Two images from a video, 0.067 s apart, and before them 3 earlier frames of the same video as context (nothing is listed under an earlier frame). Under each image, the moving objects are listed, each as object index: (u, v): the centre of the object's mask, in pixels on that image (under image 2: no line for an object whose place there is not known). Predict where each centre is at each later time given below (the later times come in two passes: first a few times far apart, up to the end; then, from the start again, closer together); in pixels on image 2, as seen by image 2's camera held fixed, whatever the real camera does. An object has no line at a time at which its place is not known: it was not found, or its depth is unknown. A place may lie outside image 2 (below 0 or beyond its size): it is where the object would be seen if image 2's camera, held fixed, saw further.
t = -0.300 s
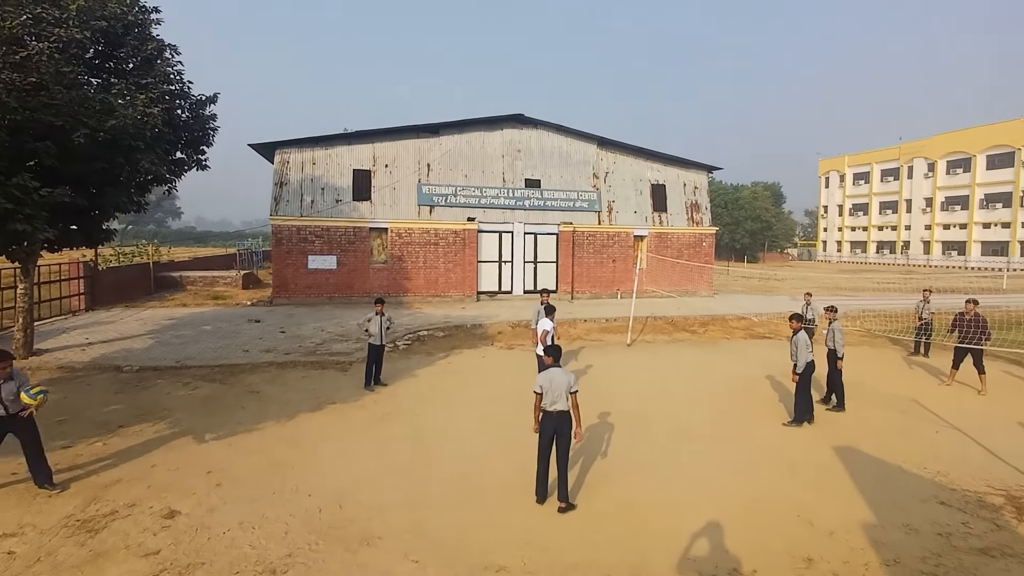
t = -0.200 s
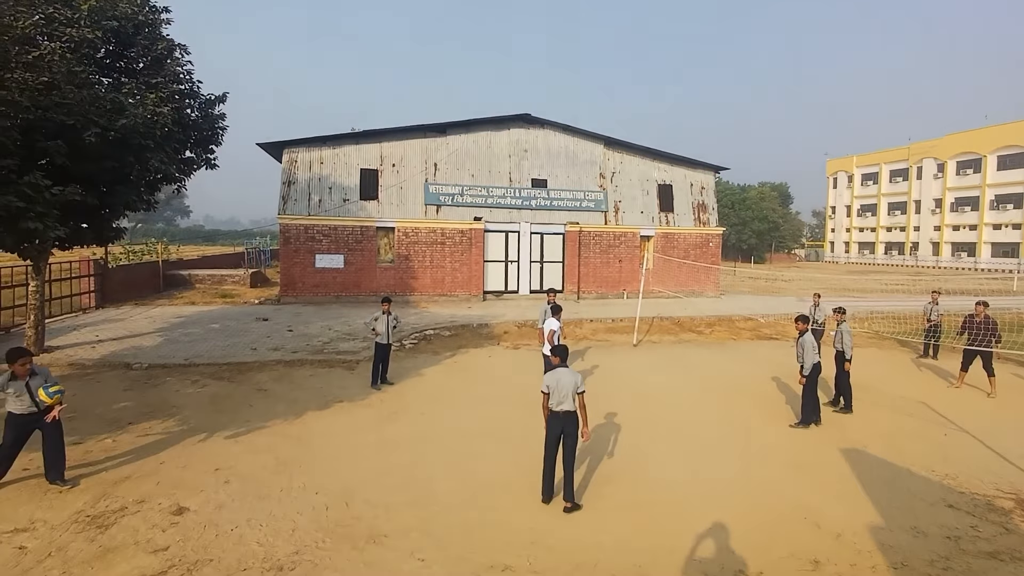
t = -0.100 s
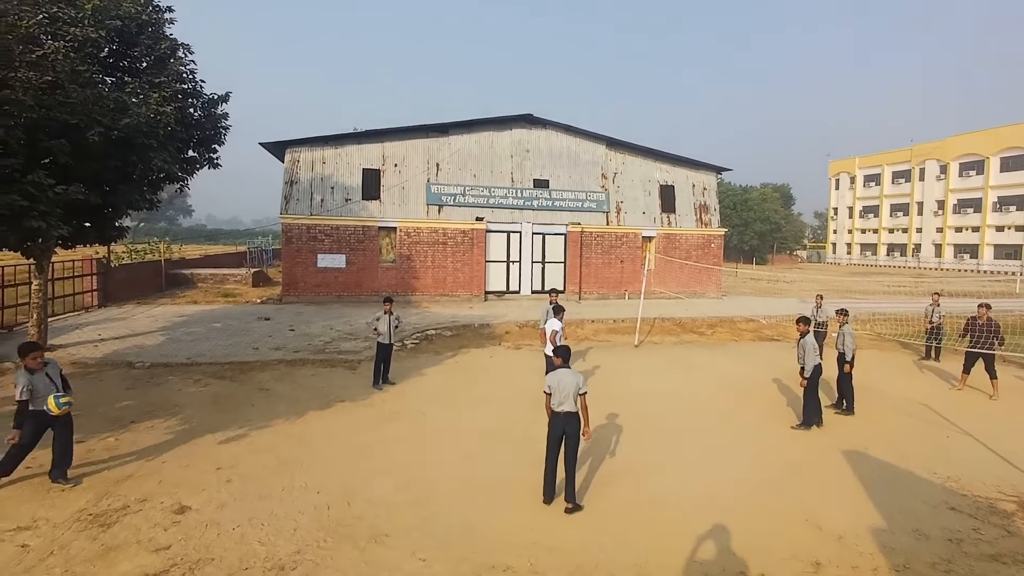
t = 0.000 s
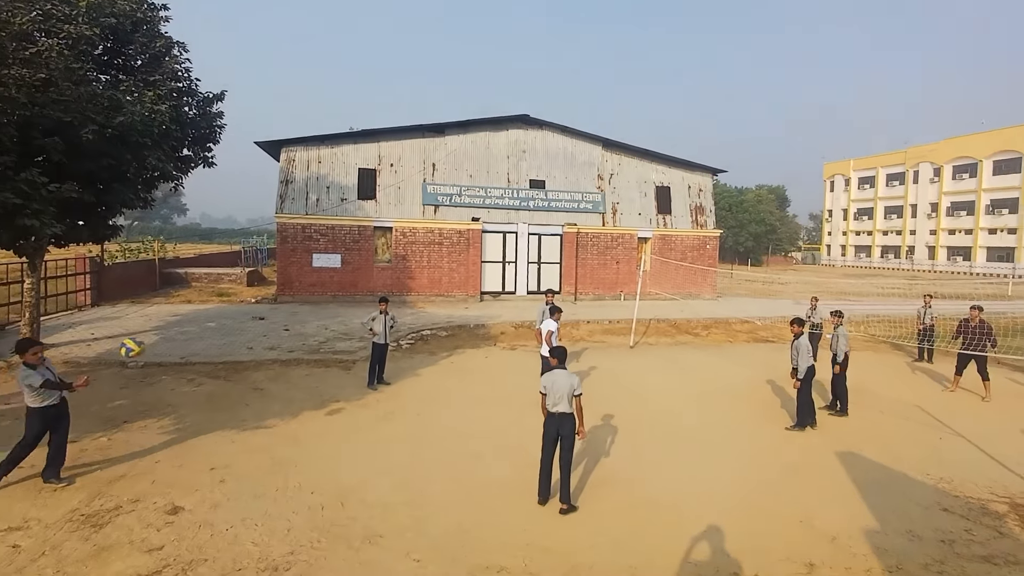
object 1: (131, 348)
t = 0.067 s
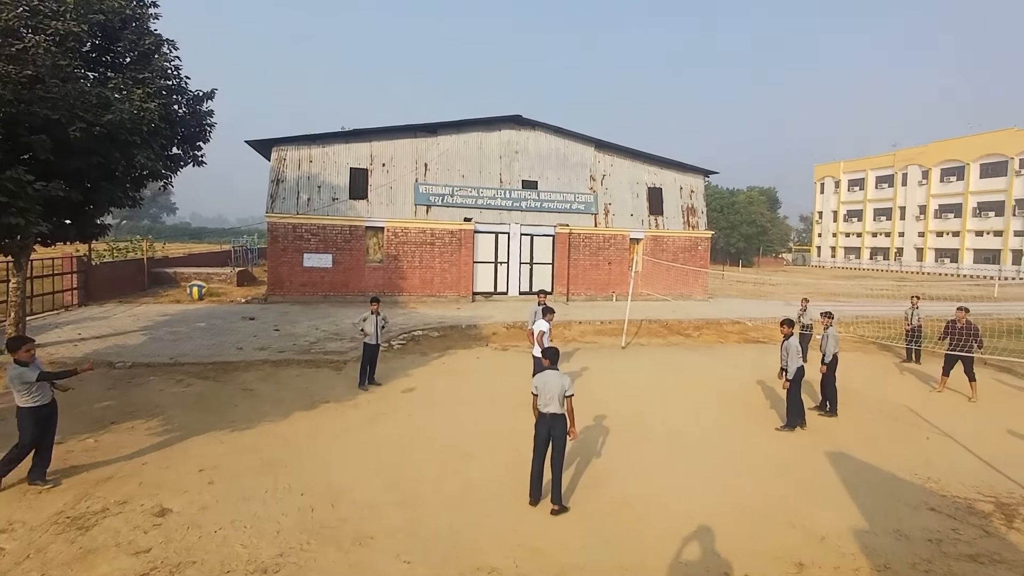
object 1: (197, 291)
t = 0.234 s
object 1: (359, 187)
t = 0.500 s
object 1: (545, 102)
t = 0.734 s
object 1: (661, 87)
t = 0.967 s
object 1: (747, 104)
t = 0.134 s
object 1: (267, 241)
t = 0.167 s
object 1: (300, 222)
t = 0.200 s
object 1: (330, 203)
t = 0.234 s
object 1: (359, 187)
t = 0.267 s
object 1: (387, 170)
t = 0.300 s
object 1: (412, 156)
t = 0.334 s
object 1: (437, 144)
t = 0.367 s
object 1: (461, 132)
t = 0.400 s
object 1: (483, 123)
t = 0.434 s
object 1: (505, 114)
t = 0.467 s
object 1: (525, 108)
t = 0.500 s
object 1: (545, 102)
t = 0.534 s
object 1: (564, 97)
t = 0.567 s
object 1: (582, 93)
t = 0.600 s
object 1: (599, 90)
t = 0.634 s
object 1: (616, 88)
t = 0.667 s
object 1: (632, 87)
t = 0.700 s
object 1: (647, 87)
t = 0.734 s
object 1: (661, 87)
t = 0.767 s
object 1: (675, 88)
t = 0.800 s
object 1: (688, 89)
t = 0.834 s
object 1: (701, 90)
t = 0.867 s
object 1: (713, 93)
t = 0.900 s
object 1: (725, 96)
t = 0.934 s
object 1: (737, 100)
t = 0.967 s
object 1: (747, 104)
